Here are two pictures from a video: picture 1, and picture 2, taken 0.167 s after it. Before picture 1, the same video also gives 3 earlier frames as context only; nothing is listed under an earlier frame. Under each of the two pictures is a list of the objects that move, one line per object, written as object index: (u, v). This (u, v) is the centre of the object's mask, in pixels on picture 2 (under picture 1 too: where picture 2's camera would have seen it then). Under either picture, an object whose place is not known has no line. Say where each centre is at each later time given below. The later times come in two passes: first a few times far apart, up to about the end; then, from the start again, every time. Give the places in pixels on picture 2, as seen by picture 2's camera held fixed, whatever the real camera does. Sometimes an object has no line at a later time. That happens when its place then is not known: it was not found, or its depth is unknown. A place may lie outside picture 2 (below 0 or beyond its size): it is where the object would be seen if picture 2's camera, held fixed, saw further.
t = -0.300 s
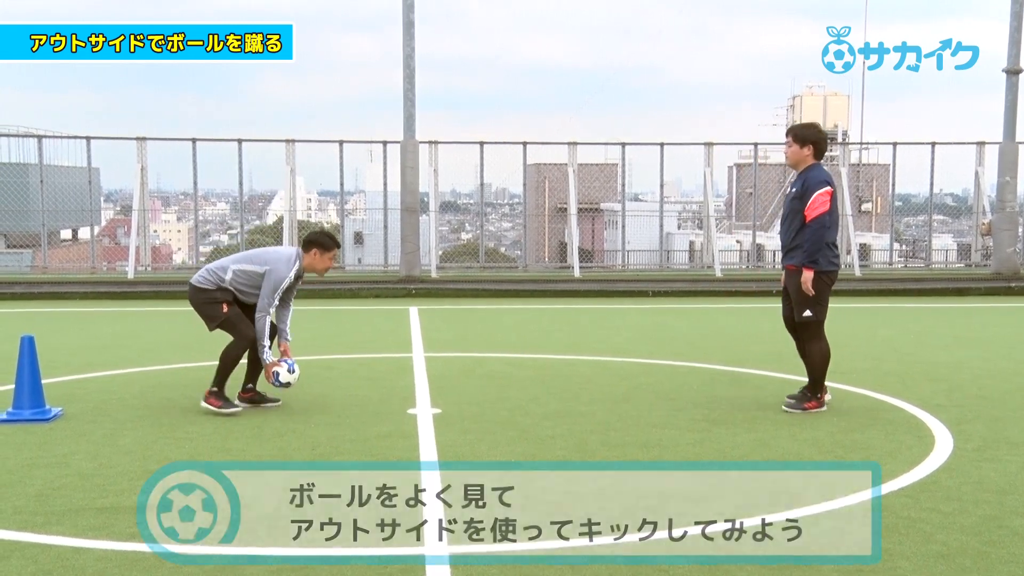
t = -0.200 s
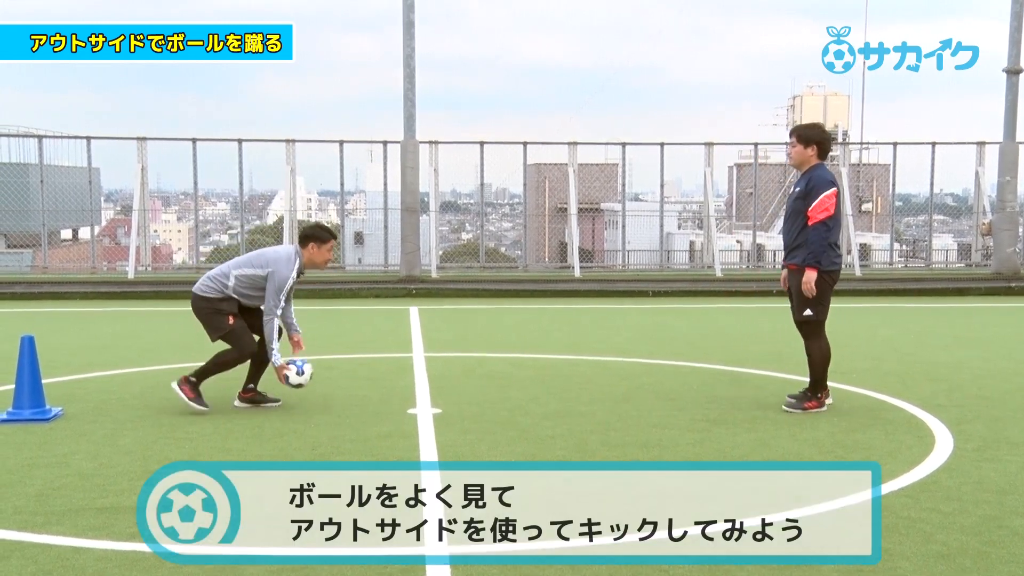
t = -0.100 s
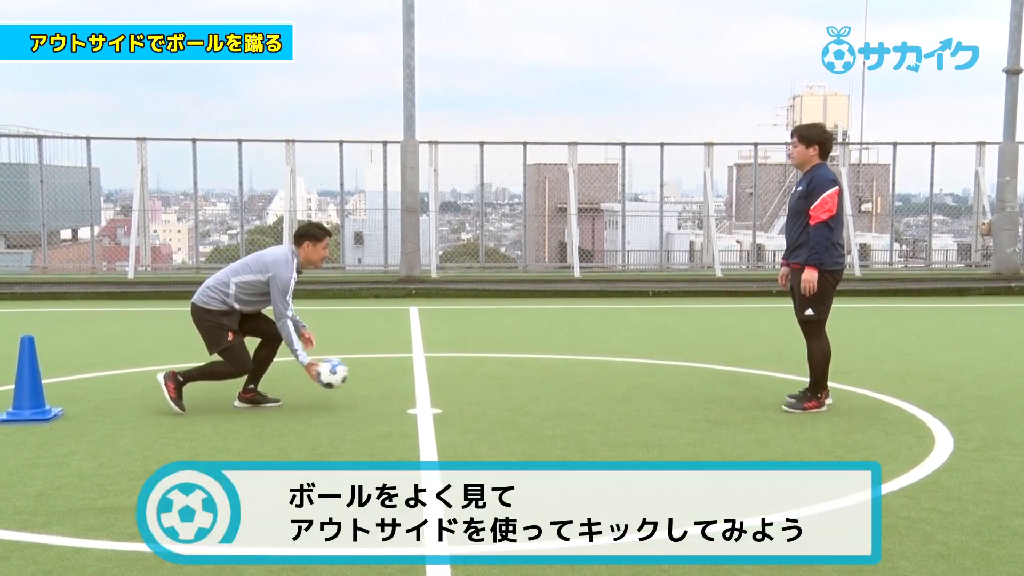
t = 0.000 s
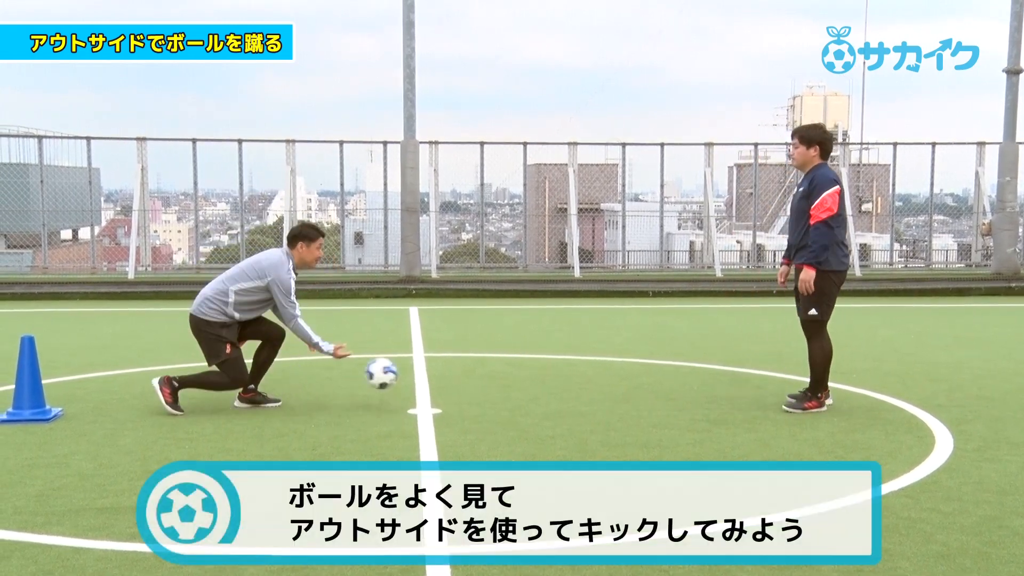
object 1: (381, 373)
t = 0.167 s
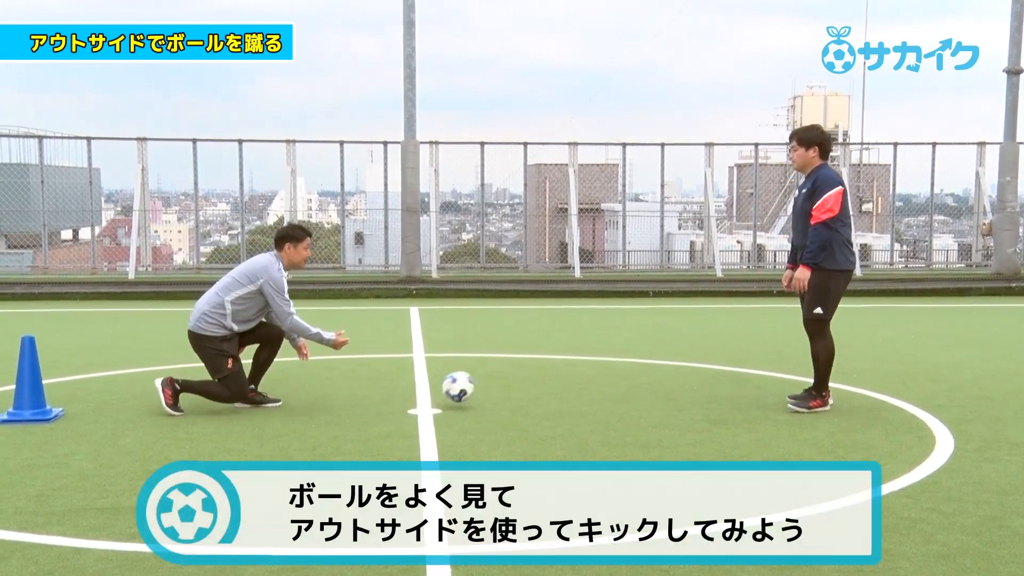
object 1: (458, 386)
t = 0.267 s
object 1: (491, 380)
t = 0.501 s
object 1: (570, 384)
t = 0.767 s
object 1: (660, 387)
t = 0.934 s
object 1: (714, 386)
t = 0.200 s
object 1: (469, 383)
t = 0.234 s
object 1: (480, 380)
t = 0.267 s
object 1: (491, 380)
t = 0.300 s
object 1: (502, 381)
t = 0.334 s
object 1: (513, 384)
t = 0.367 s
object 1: (524, 388)
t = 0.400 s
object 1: (535, 391)
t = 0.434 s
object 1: (547, 387)
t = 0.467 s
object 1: (558, 384)
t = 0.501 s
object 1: (570, 384)
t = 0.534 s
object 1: (581, 385)
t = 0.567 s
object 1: (592, 388)
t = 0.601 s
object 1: (603, 391)
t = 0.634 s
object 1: (615, 387)
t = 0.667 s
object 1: (626, 386)
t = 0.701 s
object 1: (638, 387)
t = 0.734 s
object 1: (649, 389)
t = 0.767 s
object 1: (660, 387)
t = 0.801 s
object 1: (671, 386)
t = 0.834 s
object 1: (682, 387)
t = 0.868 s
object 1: (693, 389)
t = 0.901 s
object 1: (703, 387)
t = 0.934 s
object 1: (714, 386)
